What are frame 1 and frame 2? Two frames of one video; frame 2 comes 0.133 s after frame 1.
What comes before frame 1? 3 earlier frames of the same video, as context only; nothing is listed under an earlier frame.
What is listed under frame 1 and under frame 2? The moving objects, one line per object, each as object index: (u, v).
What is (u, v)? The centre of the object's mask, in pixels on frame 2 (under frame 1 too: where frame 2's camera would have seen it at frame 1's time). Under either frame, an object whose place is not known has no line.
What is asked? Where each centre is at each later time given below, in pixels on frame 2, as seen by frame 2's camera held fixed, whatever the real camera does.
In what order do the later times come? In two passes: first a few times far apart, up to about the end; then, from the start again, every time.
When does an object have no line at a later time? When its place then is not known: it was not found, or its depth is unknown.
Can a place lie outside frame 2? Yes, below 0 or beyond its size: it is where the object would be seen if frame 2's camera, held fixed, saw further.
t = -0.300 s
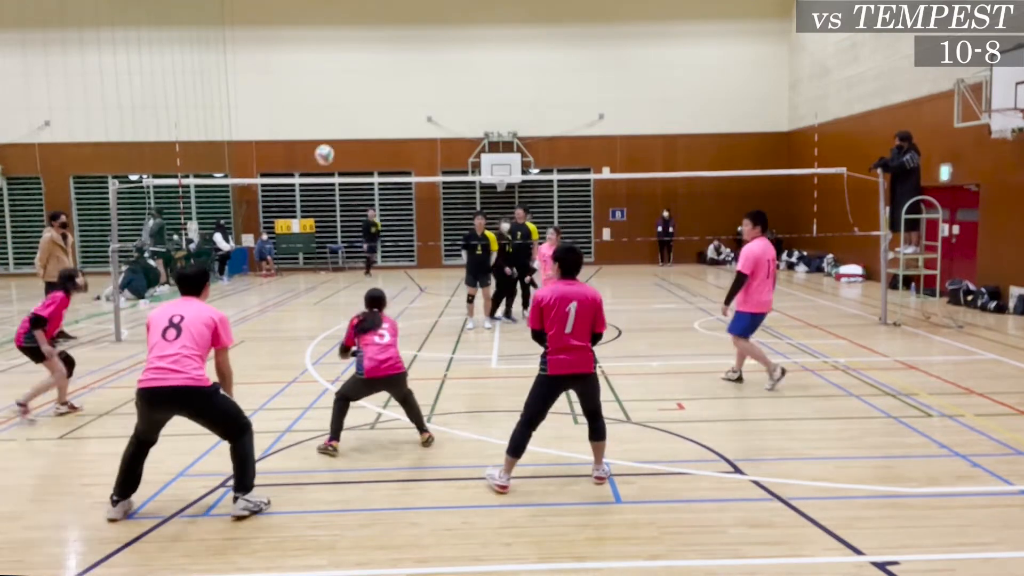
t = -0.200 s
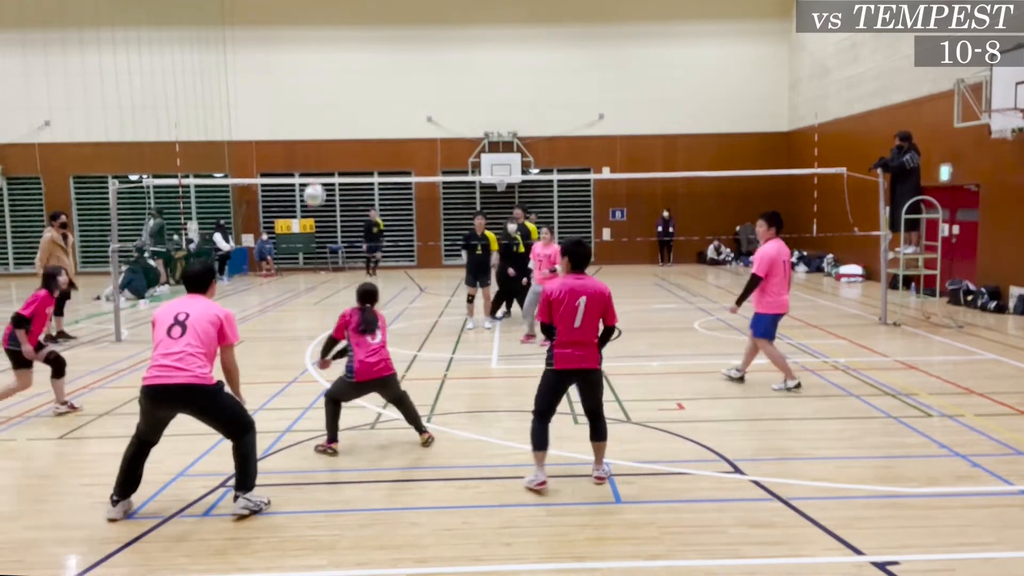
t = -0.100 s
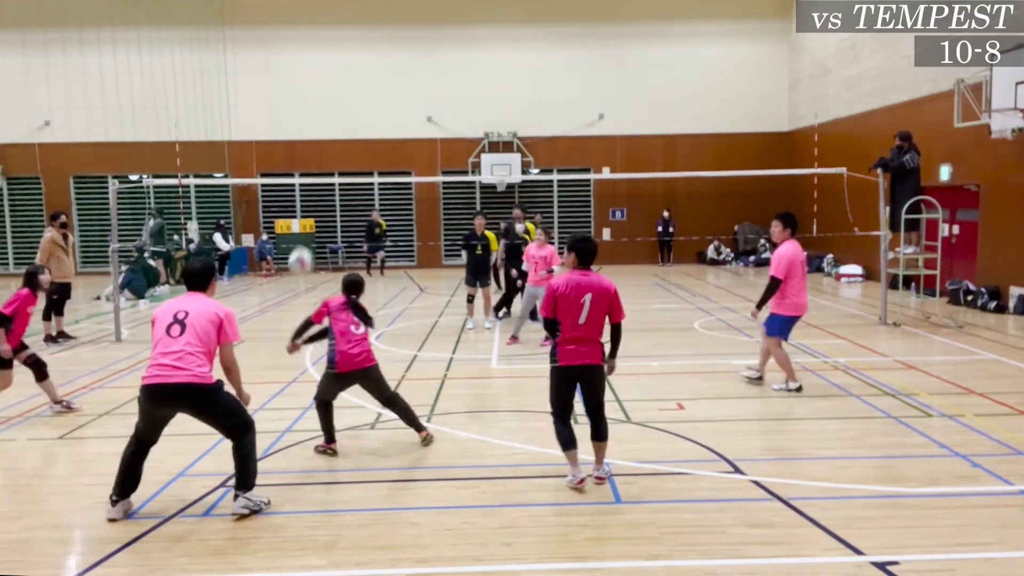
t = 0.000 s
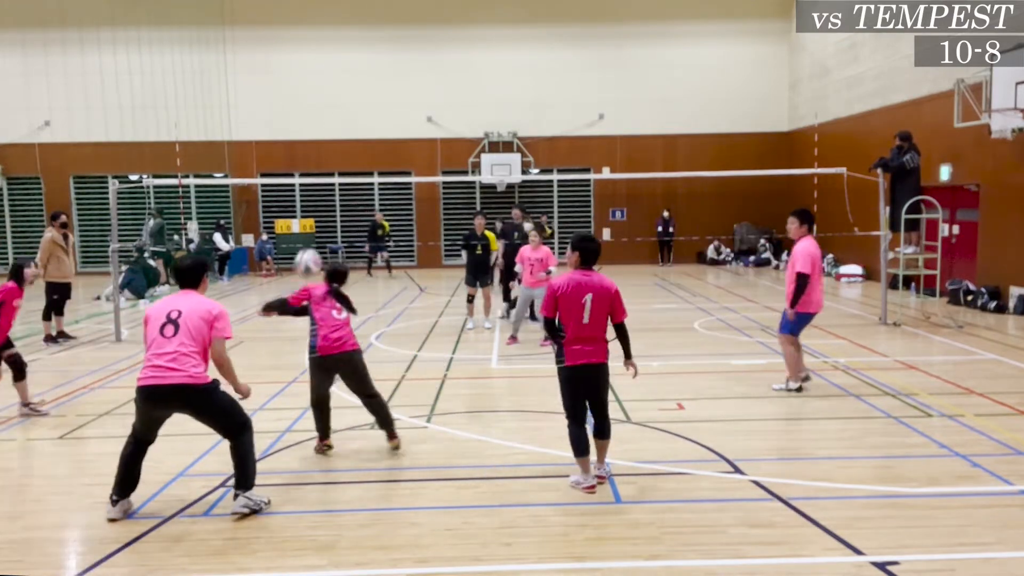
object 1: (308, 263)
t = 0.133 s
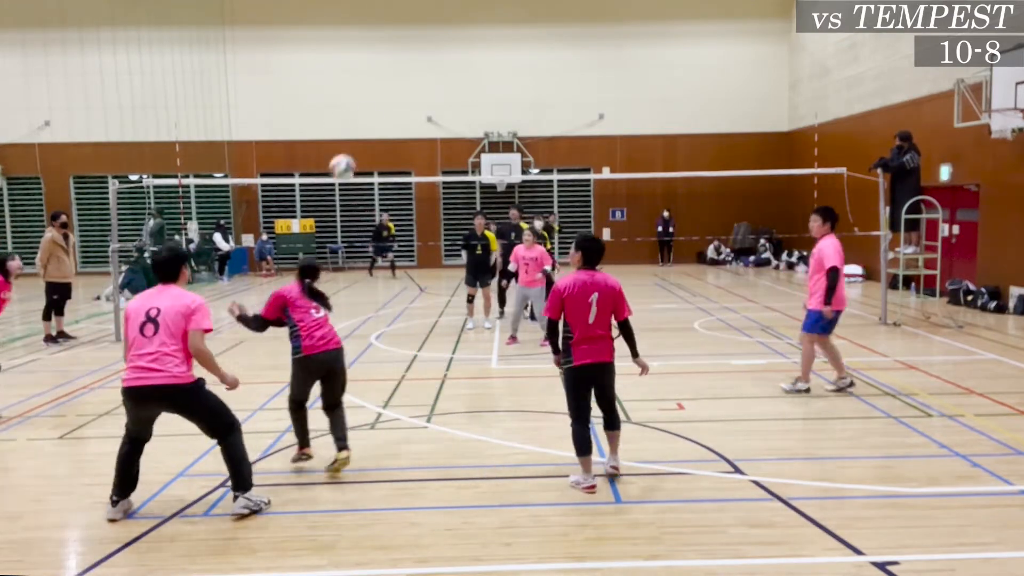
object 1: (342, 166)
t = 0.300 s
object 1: (382, 91)
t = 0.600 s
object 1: (445, 45)
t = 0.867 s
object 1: (491, 80)
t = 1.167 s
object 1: (534, 171)
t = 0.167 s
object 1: (350, 150)
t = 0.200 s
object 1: (358, 132)
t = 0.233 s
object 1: (366, 117)
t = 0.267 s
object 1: (375, 104)
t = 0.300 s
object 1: (382, 91)
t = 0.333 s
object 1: (390, 80)
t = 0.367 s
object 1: (396, 71)
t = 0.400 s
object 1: (403, 64)
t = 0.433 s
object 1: (411, 58)
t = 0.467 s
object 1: (418, 53)
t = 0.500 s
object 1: (425, 49)
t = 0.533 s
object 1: (431, 46)
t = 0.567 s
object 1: (439, 45)
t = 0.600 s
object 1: (445, 45)
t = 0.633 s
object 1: (451, 46)
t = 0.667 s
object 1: (457, 49)
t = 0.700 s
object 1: (463, 51)
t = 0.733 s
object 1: (469, 56)
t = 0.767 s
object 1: (475, 59)
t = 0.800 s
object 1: (480, 66)
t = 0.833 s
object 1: (486, 72)
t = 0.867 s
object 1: (491, 80)
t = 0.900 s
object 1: (496, 87)
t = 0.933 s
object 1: (502, 96)
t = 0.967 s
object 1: (506, 105)
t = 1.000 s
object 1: (512, 114)
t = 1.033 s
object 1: (517, 126)
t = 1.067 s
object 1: (521, 137)
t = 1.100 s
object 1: (525, 147)
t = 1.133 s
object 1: (529, 159)
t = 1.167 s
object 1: (534, 171)
